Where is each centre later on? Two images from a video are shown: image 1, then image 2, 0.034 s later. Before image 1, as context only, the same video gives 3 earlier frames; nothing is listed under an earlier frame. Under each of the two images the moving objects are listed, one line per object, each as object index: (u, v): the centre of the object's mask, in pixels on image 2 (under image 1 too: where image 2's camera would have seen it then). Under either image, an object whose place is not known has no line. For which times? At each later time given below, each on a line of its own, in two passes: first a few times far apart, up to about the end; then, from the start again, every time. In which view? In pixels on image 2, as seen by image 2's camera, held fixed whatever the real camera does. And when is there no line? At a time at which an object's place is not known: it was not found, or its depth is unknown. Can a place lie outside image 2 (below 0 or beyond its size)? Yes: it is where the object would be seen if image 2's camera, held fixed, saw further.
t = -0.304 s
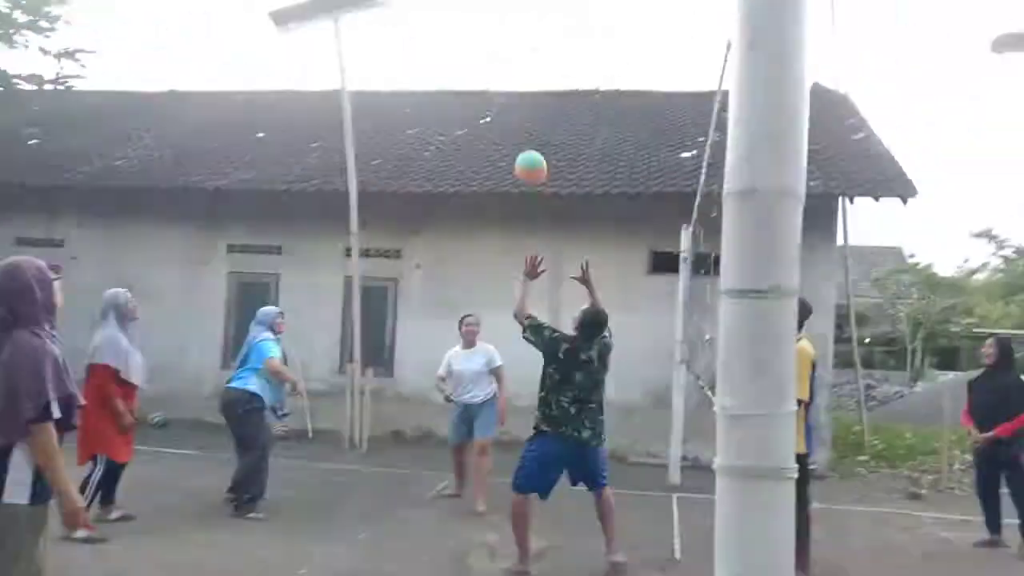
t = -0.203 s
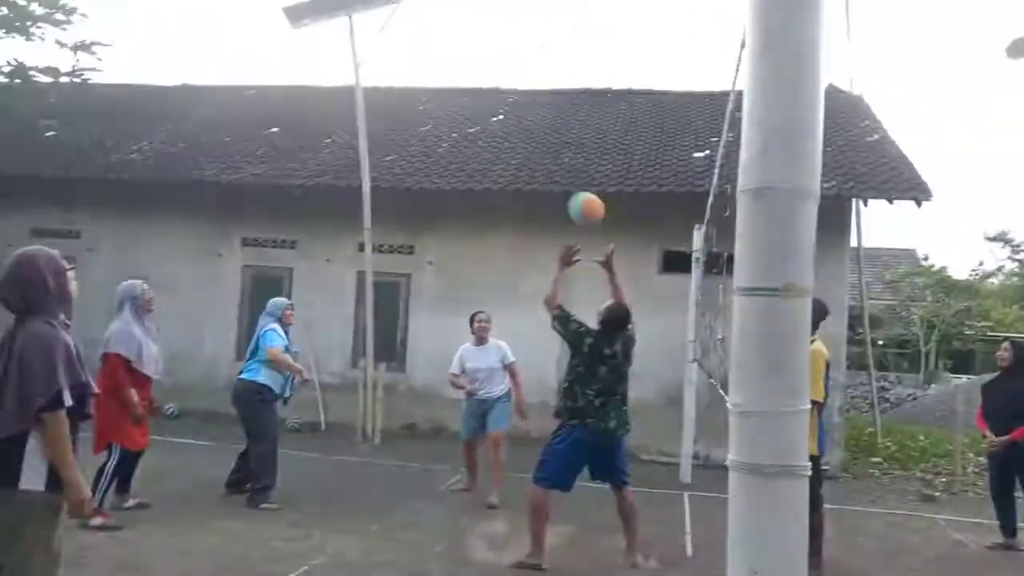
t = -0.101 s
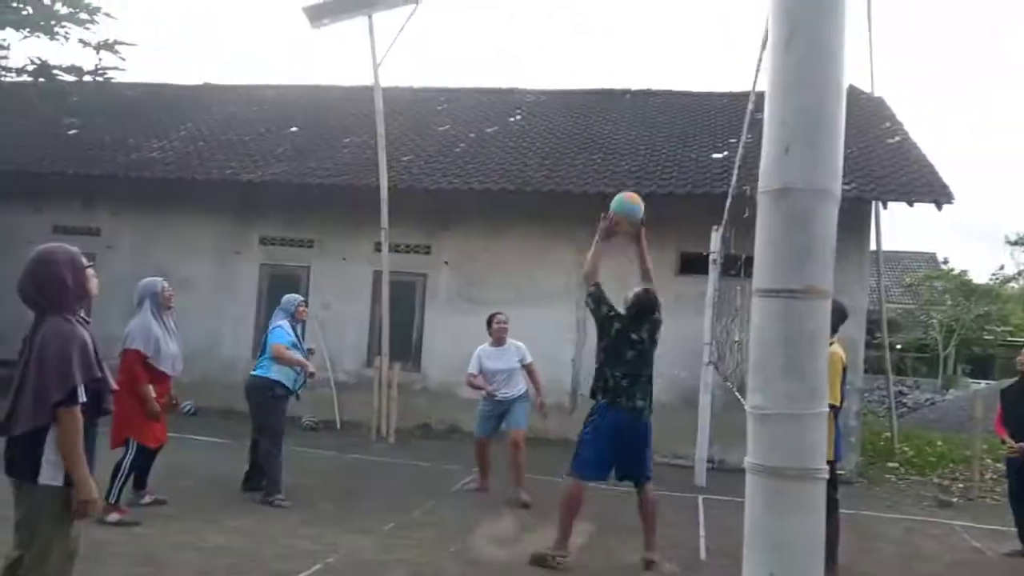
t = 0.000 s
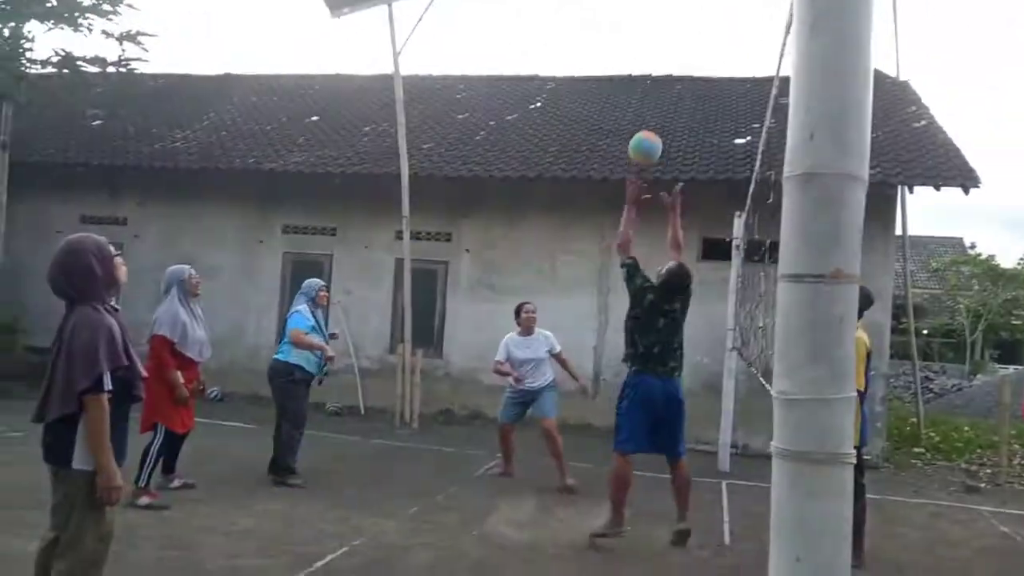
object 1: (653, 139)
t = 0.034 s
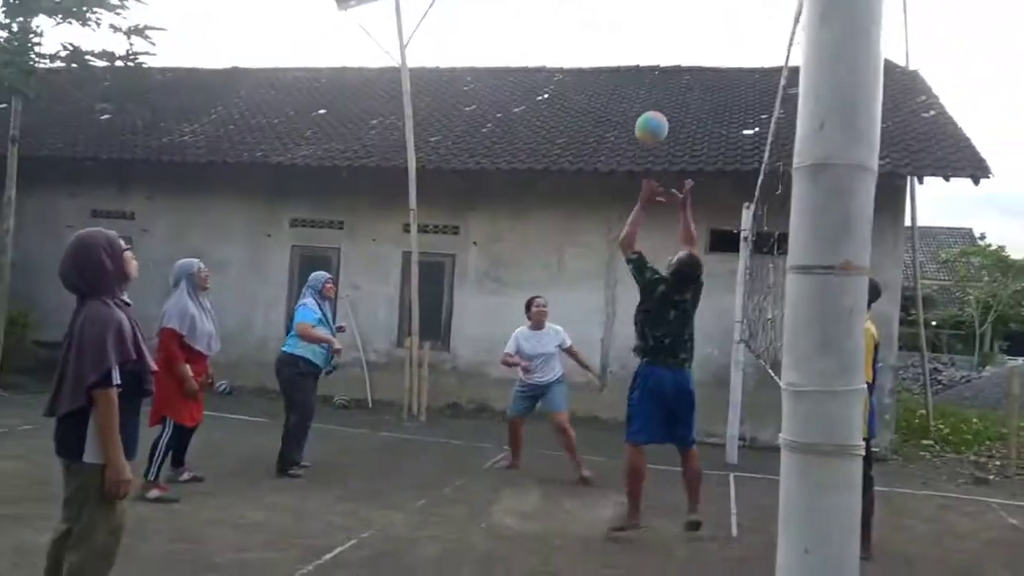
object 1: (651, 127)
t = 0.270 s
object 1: (642, 103)
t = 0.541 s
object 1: (629, 167)
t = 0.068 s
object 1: (650, 118)
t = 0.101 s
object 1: (648, 112)
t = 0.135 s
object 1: (647, 107)
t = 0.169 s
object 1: (646, 104)
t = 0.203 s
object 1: (645, 102)
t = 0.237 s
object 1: (643, 102)
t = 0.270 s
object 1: (642, 103)
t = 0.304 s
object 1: (640, 108)
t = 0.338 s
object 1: (638, 112)
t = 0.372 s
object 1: (637, 118)
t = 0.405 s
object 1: (635, 125)
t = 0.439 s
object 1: (634, 134)
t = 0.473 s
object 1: (633, 144)
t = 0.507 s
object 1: (631, 154)
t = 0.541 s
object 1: (629, 167)
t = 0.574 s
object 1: (628, 180)
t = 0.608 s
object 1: (626, 193)
